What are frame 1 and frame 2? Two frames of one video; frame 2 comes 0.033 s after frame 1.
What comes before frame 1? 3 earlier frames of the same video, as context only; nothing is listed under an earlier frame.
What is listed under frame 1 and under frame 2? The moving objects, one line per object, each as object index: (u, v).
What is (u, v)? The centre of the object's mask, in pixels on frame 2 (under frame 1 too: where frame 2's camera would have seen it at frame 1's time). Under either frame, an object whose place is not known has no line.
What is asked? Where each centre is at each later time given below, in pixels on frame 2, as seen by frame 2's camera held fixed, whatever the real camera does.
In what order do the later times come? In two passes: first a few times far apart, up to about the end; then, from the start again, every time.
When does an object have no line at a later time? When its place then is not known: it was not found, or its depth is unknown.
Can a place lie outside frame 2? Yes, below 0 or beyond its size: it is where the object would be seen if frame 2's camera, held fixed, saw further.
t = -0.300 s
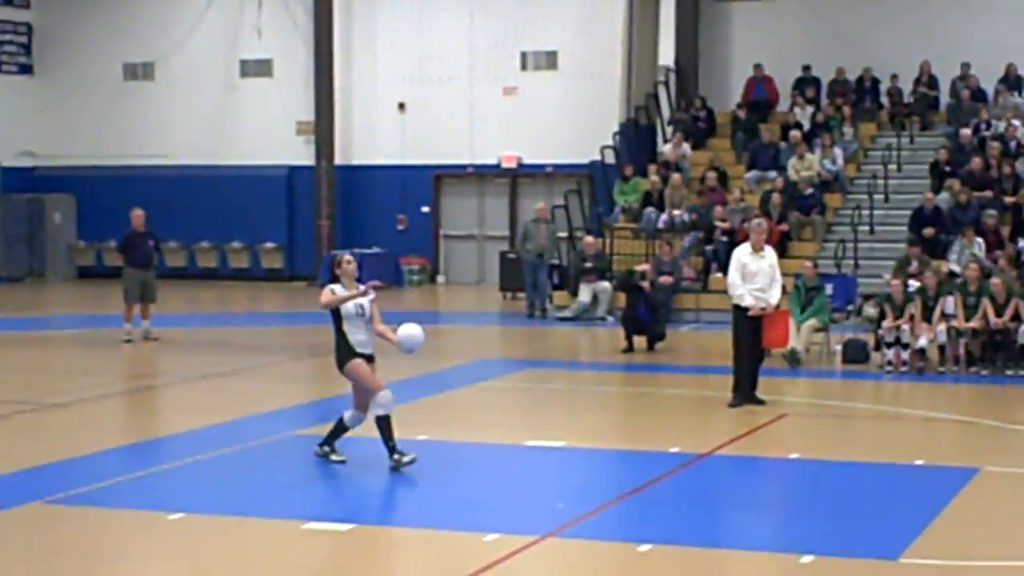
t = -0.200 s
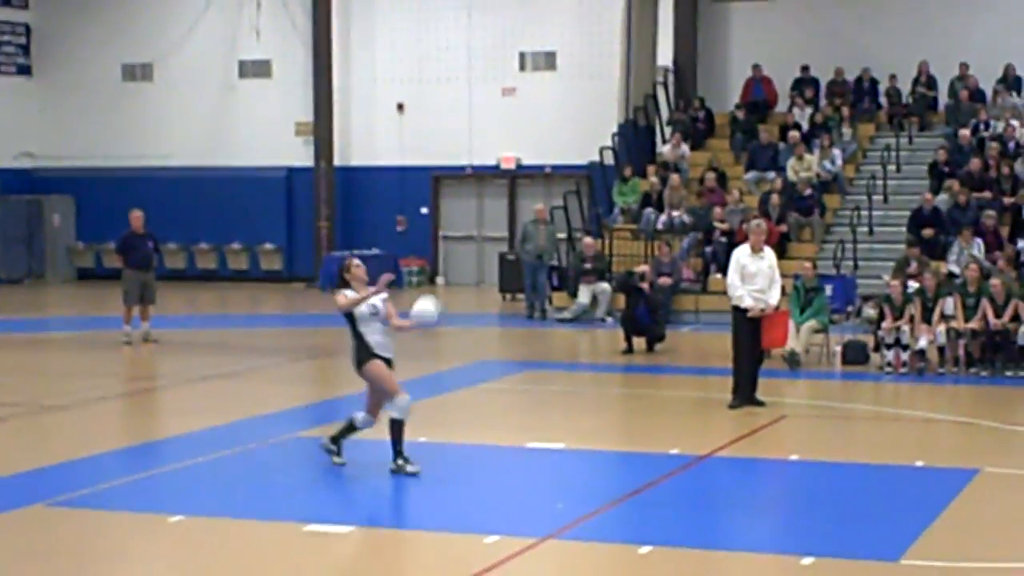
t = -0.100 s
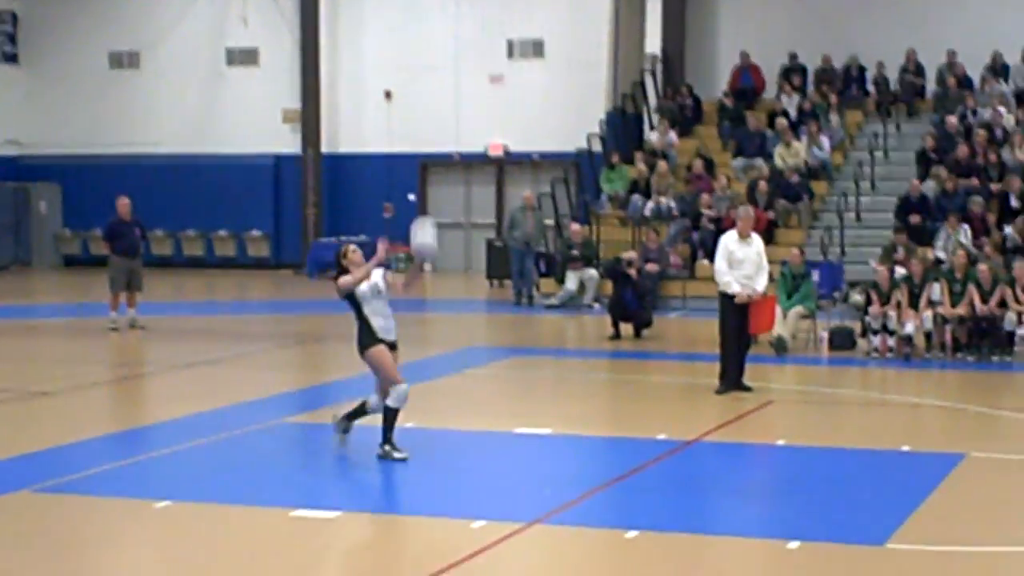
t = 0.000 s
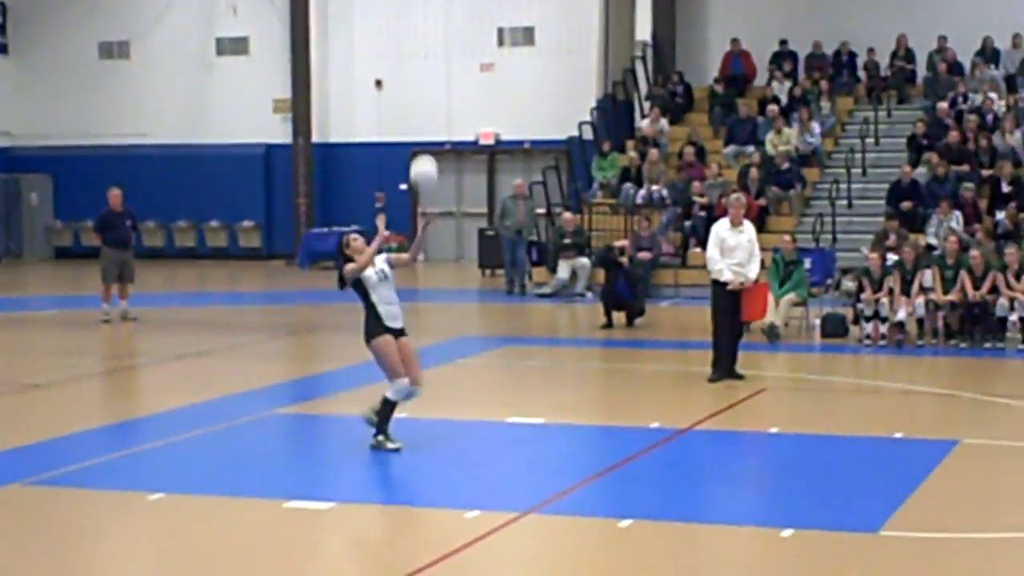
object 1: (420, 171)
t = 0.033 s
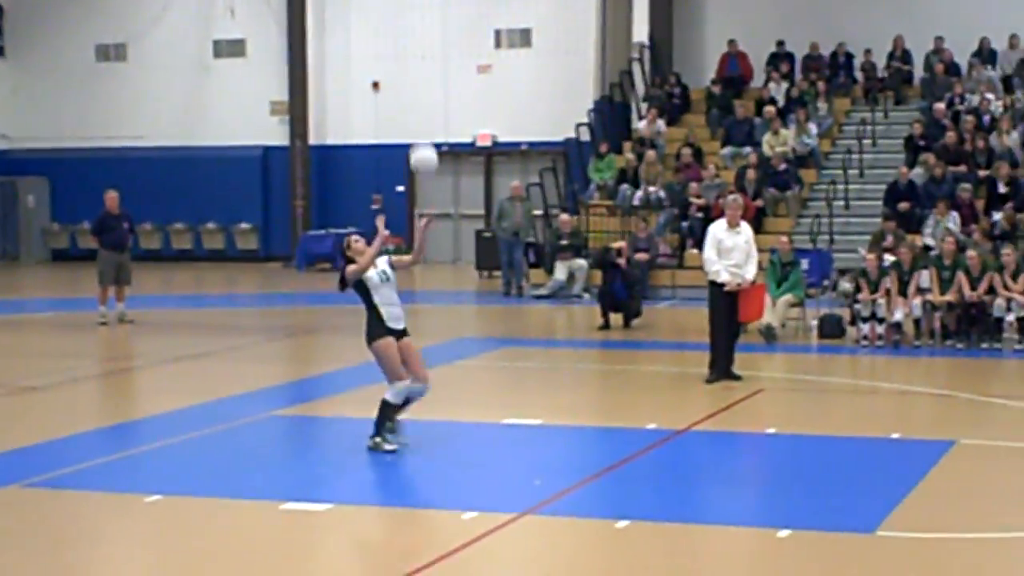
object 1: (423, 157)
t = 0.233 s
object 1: (441, 97)
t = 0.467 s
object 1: (463, 93)
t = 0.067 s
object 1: (427, 144)
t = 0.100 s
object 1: (430, 132)
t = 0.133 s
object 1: (432, 120)
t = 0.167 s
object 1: (435, 112)
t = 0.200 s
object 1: (438, 103)
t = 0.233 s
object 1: (441, 97)
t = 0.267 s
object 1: (444, 92)
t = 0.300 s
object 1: (448, 89)
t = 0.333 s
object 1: (451, 87)
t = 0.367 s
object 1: (454, 87)
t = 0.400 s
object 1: (457, 87)
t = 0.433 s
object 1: (460, 89)
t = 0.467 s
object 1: (463, 93)
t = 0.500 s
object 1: (466, 99)
